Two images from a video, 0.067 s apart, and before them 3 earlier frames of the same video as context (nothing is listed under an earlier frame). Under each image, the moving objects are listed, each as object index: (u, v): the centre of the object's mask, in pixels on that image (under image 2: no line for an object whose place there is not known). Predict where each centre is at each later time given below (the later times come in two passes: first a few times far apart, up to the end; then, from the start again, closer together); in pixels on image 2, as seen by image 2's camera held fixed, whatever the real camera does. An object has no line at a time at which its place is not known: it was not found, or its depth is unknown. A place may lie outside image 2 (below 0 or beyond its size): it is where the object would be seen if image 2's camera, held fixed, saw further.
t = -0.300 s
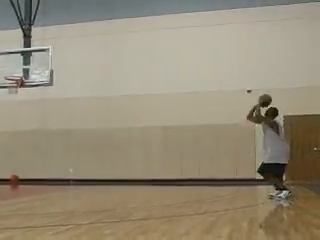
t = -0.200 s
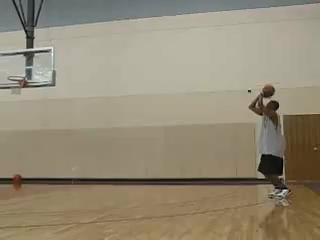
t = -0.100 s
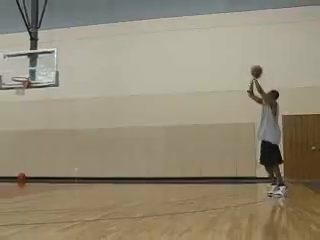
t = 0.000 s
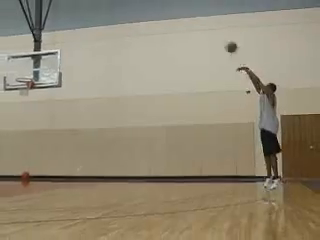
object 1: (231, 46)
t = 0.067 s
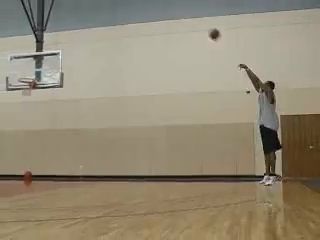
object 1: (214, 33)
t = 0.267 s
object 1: (169, 6)
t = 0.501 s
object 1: (124, 3)
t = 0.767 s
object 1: (80, 19)
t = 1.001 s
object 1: (48, 51)
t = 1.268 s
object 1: (25, 89)
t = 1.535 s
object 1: (33, 91)
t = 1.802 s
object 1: (34, 96)
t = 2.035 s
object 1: (30, 113)
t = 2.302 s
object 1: (26, 156)
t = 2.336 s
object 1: (25, 163)
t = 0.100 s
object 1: (206, 27)
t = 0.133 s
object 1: (199, 22)
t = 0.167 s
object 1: (190, 18)
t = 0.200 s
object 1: (183, 14)
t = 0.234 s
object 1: (176, 11)
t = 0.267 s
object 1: (169, 6)
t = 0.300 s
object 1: (163, 5)
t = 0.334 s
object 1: (155, 4)
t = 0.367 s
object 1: (148, 3)
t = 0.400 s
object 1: (142, 2)
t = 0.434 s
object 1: (136, 2)
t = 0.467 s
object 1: (130, 2)
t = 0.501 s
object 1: (124, 3)
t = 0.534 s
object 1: (119, 3)
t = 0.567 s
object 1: (113, 4)
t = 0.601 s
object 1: (108, 5)
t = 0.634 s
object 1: (102, 7)
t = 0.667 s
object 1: (96, 10)
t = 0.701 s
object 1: (91, 12)
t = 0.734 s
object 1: (86, 16)
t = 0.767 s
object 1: (80, 19)
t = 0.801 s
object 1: (76, 23)
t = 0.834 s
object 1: (71, 27)
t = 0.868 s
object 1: (66, 31)
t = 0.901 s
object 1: (62, 35)
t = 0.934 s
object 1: (57, 40)
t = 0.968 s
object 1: (53, 45)
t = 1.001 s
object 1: (48, 51)
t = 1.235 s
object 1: (24, 89)
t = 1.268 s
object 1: (25, 89)
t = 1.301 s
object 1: (25, 88)
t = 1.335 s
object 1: (26, 88)
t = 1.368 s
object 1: (27, 88)
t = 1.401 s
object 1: (29, 89)
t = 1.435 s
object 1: (29, 89)
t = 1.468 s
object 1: (30, 90)
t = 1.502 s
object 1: (32, 90)
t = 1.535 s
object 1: (33, 91)
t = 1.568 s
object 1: (34, 92)
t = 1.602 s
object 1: (34, 93)
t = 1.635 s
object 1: (35, 93)
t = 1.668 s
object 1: (35, 93)
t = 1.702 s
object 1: (35, 94)
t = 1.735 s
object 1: (34, 94)
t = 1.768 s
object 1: (34, 95)
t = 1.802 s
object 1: (34, 96)
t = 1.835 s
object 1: (33, 97)
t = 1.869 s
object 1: (33, 99)
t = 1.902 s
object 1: (33, 101)
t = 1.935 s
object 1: (32, 104)
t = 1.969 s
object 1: (32, 107)
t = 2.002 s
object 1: (31, 110)
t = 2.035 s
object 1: (30, 113)
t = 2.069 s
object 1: (29, 117)
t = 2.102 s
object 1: (29, 121)
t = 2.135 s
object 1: (29, 126)
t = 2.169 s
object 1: (28, 131)
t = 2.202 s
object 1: (27, 137)
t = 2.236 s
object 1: (27, 143)
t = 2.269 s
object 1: (26, 149)
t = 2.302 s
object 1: (26, 156)
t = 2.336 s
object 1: (25, 163)
